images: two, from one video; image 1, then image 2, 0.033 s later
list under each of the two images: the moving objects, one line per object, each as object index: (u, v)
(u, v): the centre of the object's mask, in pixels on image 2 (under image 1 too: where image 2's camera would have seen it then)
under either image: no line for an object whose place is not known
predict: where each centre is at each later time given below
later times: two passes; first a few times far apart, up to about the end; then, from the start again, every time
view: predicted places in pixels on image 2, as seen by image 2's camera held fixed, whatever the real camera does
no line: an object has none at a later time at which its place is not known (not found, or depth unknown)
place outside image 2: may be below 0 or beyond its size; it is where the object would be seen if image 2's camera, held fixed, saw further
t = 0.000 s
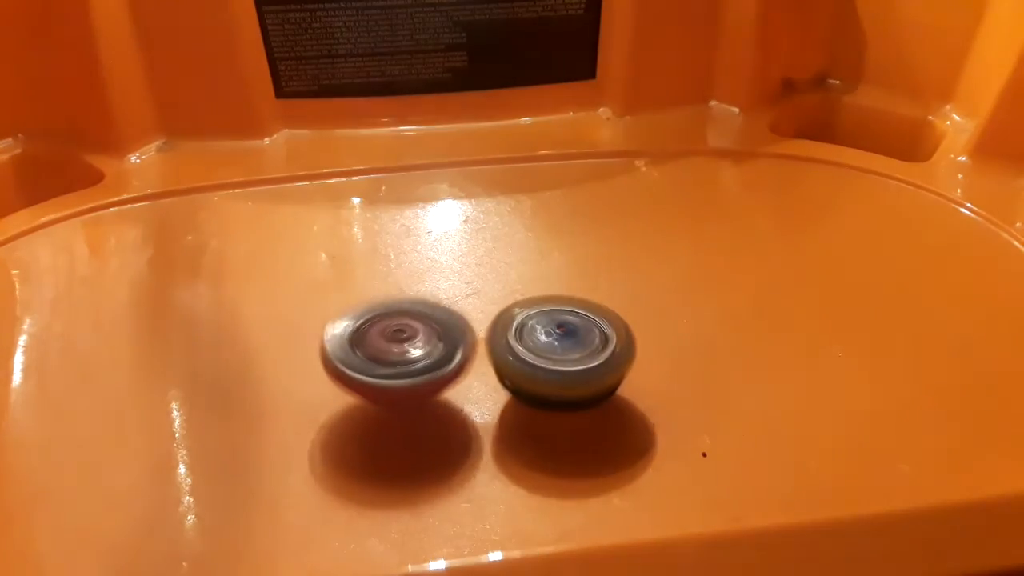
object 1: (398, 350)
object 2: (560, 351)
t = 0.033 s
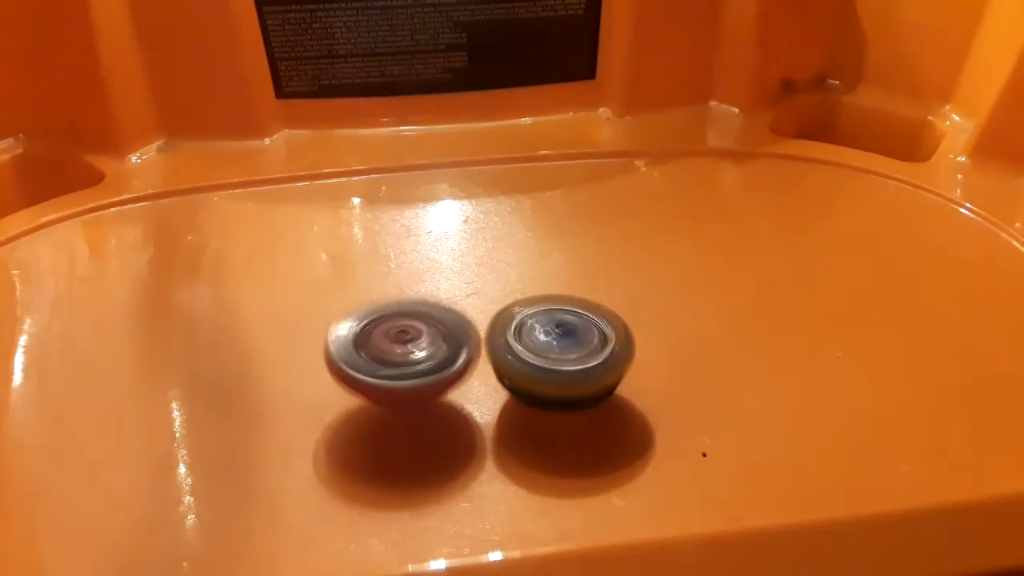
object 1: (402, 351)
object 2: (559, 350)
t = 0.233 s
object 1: (409, 363)
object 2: (570, 349)
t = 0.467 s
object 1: (387, 363)
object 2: (580, 351)
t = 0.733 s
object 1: (378, 349)
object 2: (585, 354)
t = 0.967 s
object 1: (400, 351)
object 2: (583, 352)
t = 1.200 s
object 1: (411, 353)
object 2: (572, 352)
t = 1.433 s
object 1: (387, 360)
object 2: (575, 353)
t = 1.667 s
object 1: (362, 357)
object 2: (573, 354)
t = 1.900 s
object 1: (360, 352)
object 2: (570, 356)
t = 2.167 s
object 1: (385, 345)
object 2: (562, 359)
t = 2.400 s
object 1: (396, 343)
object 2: (568, 362)
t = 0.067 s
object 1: (403, 353)
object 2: (562, 350)
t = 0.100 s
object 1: (405, 356)
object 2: (565, 349)
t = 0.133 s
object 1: (406, 358)
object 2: (565, 349)
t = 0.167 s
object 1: (408, 358)
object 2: (566, 349)
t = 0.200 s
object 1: (410, 361)
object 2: (567, 349)
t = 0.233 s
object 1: (409, 363)
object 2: (570, 349)
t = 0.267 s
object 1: (409, 365)
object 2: (572, 348)
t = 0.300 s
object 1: (406, 366)
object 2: (573, 348)
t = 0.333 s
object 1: (402, 365)
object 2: (575, 348)
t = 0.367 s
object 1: (398, 365)
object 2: (576, 348)
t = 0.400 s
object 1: (394, 365)
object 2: (577, 349)
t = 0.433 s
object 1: (390, 364)
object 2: (579, 350)
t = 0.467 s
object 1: (387, 363)
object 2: (580, 351)
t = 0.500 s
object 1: (385, 362)
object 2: (581, 352)
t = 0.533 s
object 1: (382, 361)
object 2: (582, 353)
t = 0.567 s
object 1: (381, 359)
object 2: (583, 354)
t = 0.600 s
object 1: (379, 357)
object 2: (583, 354)
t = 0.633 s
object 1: (378, 355)
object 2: (584, 354)
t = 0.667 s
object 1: (377, 353)
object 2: (585, 355)
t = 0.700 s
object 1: (378, 351)
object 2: (586, 355)
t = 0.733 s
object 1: (378, 349)
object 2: (585, 354)
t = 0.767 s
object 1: (381, 349)
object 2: (585, 354)
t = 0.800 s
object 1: (384, 349)
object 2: (585, 354)
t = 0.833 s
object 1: (387, 350)
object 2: (584, 353)
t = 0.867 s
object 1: (391, 351)
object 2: (584, 353)
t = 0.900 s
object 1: (395, 351)
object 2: (584, 352)
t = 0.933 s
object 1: (398, 351)
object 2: (584, 352)
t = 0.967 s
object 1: (400, 351)
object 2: (583, 352)
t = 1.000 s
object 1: (402, 350)
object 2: (581, 352)
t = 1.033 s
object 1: (405, 351)
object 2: (579, 352)
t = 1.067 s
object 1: (408, 351)
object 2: (576, 352)
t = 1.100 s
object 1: (410, 351)
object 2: (573, 352)
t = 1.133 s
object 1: (412, 351)
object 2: (570, 352)
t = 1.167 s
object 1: (413, 351)
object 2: (569, 352)
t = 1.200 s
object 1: (411, 353)
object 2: (572, 352)
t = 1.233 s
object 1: (407, 354)
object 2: (576, 353)
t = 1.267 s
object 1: (403, 355)
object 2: (576, 353)
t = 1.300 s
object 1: (400, 355)
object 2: (575, 353)
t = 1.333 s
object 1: (397, 357)
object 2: (575, 353)
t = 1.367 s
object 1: (394, 358)
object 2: (575, 353)
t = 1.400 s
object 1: (391, 360)
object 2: (575, 353)
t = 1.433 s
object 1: (387, 360)
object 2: (575, 353)
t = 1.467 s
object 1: (382, 359)
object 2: (575, 353)
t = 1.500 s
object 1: (377, 359)
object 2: (574, 353)
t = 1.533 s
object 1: (373, 359)
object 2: (574, 353)
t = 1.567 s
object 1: (370, 358)
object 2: (574, 353)
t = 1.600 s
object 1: (367, 358)
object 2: (573, 353)
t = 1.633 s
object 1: (365, 357)
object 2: (573, 354)
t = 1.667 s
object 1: (362, 357)
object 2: (573, 354)
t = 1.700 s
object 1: (360, 356)
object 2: (573, 354)
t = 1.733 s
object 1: (359, 356)
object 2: (573, 355)
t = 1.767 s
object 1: (358, 356)
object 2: (572, 355)
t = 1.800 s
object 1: (357, 355)
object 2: (572, 355)
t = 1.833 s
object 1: (357, 355)
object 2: (571, 356)
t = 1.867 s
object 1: (358, 353)
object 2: (571, 356)
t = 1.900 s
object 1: (360, 352)
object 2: (570, 356)
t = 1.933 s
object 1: (362, 350)
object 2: (569, 357)
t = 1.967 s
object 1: (364, 349)
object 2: (569, 357)
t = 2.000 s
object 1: (367, 348)
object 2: (568, 357)
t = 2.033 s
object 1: (370, 346)
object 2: (567, 358)
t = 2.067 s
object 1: (373, 345)
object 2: (566, 358)
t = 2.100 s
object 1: (377, 345)
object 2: (565, 358)
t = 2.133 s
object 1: (381, 345)
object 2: (564, 359)
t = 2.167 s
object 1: (385, 345)
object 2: (562, 359)
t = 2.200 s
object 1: (390, 345)
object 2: (561, 359)
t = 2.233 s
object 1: (394, 344)
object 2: (559, 359)
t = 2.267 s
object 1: (398, 344)
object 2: (558, 359)
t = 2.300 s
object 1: (402, 343)
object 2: (556, 359)
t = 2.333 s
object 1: (402, 343)
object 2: (557, 360)
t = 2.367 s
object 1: (398, 344)
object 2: (563, 360)
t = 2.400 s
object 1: (396, 343)
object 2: (568, 362)
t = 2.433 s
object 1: (394, 342)
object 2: (569, 362)
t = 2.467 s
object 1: (391, 342)
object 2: (570, 362)
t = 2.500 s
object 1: (389, 341)
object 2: (571, 362)
